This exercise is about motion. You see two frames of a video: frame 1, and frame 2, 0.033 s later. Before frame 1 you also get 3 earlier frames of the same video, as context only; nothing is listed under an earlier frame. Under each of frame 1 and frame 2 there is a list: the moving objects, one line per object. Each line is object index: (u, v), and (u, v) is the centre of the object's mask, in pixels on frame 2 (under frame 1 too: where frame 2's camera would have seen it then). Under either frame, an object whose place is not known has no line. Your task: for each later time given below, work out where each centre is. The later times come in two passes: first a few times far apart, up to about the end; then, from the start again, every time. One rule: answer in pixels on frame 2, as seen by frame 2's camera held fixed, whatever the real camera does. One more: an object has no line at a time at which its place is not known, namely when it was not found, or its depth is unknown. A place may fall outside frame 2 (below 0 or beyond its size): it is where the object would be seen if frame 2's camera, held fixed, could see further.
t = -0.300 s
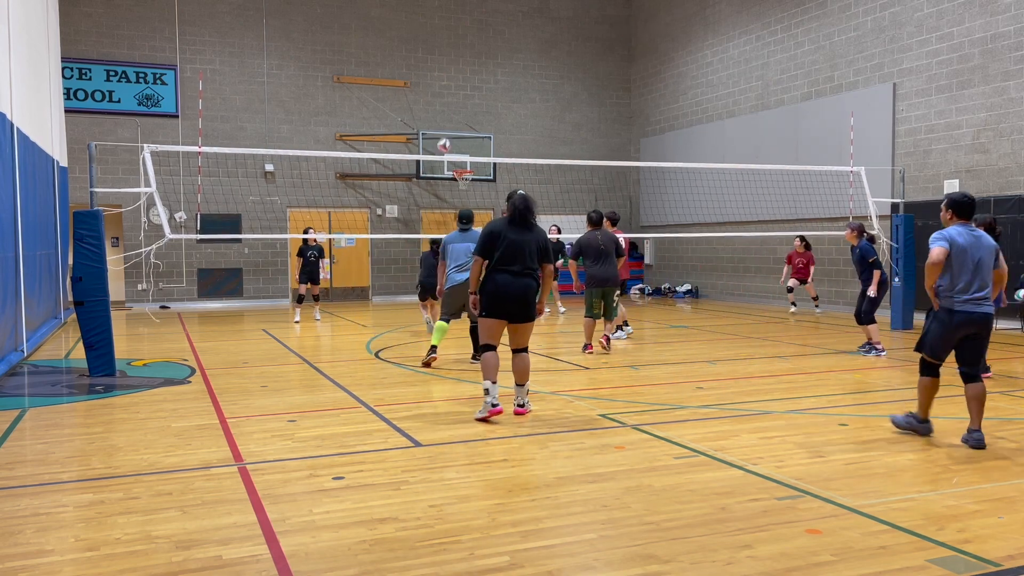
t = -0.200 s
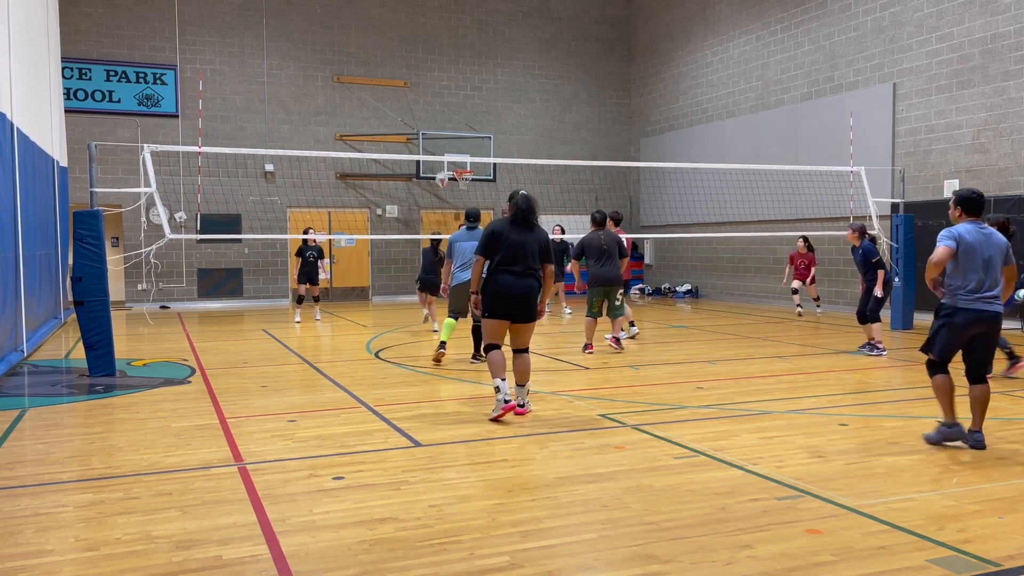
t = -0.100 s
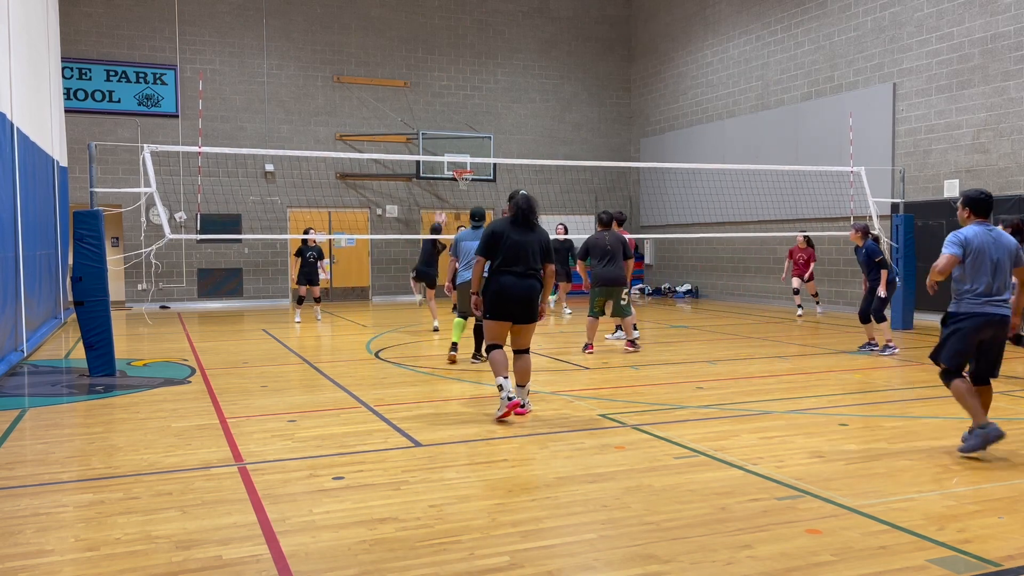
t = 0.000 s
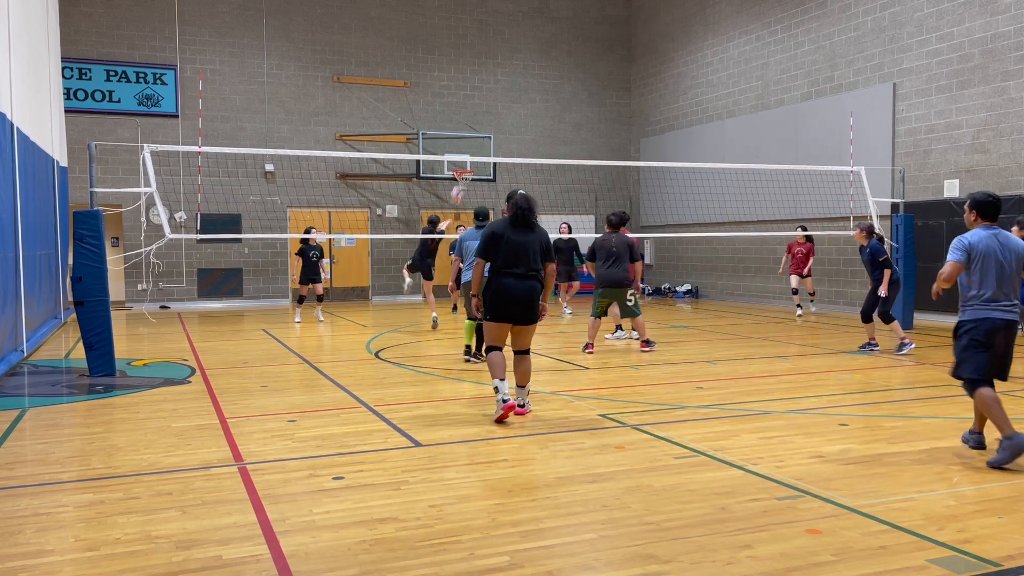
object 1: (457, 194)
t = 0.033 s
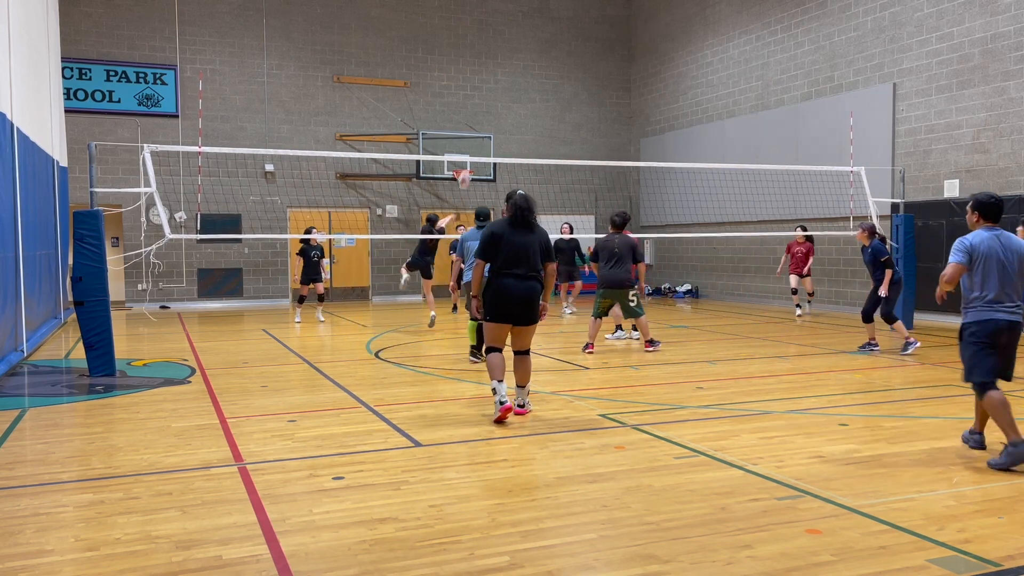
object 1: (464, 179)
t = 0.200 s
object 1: (501, 110)
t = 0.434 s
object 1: (553, 45)
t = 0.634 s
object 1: (598, 19)
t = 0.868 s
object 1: (650, 21)
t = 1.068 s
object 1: (693, 51)
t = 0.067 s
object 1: (470, 166)
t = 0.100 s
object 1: (478, 149)
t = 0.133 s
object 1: (486, 135)
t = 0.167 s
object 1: (493, 122)
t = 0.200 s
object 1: (501, 110)
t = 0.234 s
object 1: (508, 98)
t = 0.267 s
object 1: (516, 88)
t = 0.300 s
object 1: (523, 77)
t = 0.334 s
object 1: (531, 68)
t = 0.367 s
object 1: (538, 60)
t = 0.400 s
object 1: (546, 52)
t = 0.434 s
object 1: (553, 45)
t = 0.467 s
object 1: (561, 39)
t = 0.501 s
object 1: (568, 33)
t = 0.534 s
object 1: (576, 28)
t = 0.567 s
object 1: (584, 25)
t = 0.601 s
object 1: (591, 21)
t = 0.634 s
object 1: (598, 19)
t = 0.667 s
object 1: (606, 17)
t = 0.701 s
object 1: (613, 16)
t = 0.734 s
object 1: (620, 15)
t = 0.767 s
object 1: (628, 15)
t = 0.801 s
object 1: (635, 16)
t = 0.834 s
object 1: (642, 18)
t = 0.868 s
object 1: (650, 21)
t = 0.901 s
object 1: (657, 24)
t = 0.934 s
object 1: (664, 28)
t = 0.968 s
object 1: (672, 33)
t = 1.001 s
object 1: (679, 38)
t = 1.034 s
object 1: (686, 44)
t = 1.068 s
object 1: (693, 51)
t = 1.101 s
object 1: (700, 59)
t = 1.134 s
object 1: (707, 67)
